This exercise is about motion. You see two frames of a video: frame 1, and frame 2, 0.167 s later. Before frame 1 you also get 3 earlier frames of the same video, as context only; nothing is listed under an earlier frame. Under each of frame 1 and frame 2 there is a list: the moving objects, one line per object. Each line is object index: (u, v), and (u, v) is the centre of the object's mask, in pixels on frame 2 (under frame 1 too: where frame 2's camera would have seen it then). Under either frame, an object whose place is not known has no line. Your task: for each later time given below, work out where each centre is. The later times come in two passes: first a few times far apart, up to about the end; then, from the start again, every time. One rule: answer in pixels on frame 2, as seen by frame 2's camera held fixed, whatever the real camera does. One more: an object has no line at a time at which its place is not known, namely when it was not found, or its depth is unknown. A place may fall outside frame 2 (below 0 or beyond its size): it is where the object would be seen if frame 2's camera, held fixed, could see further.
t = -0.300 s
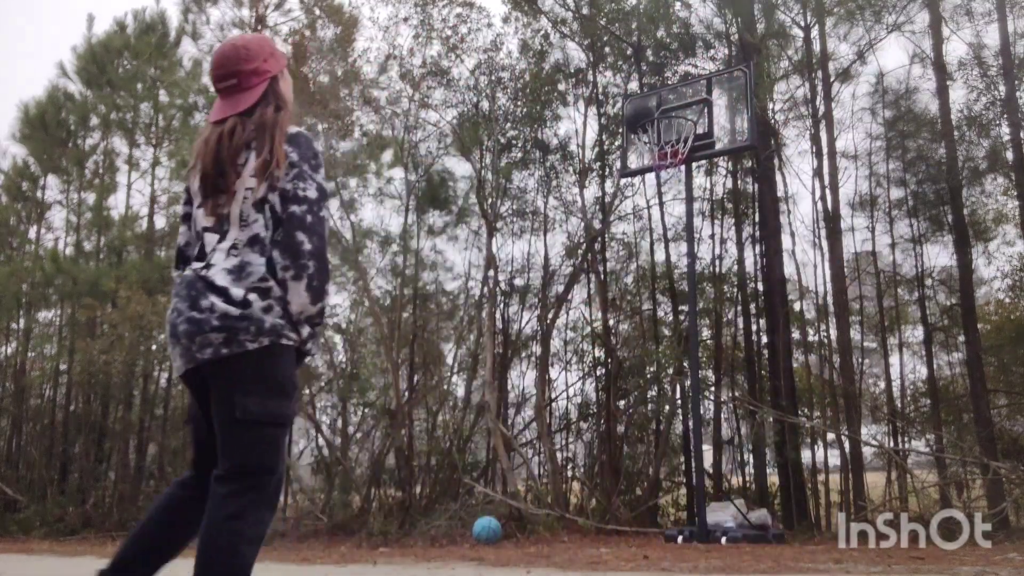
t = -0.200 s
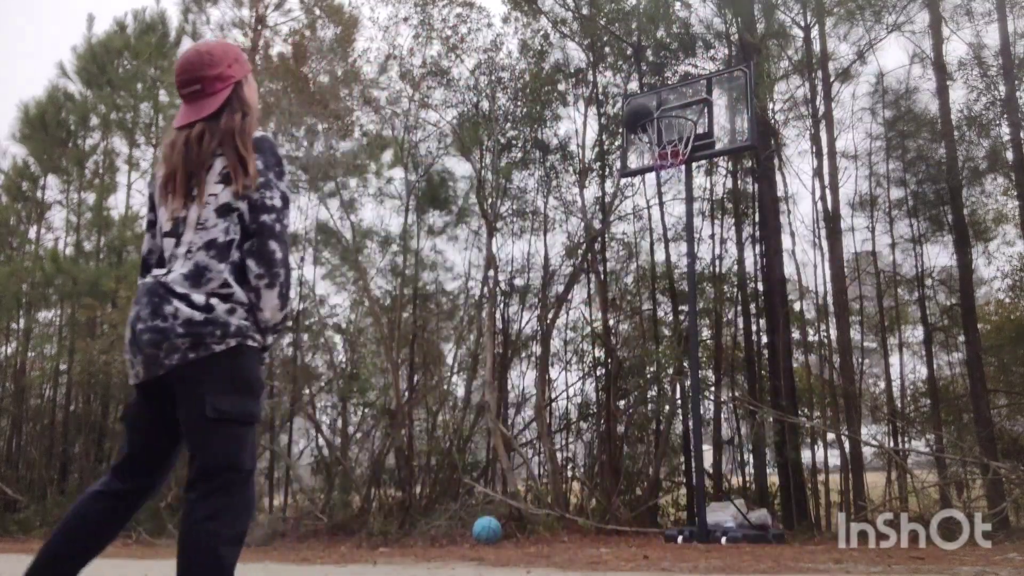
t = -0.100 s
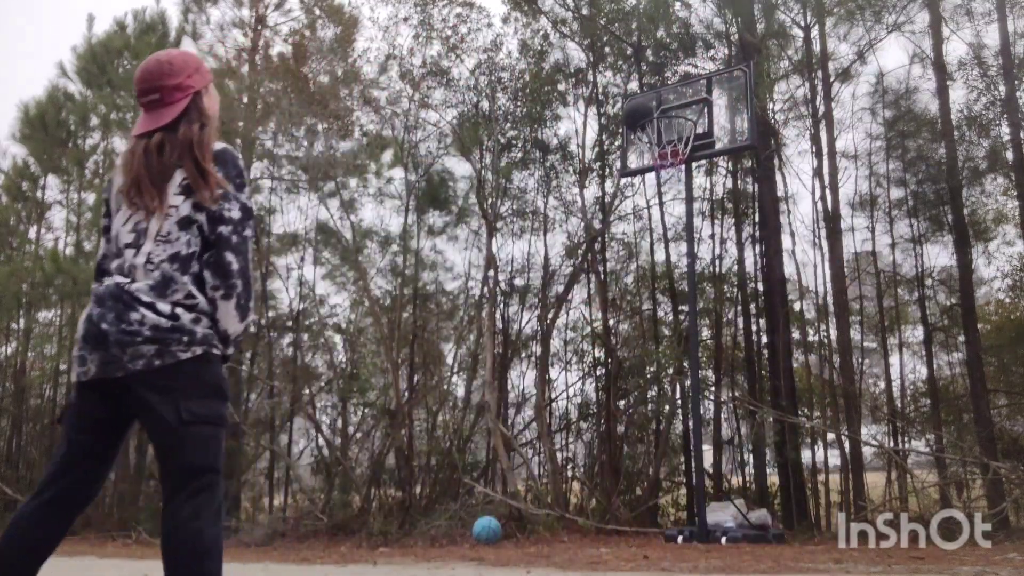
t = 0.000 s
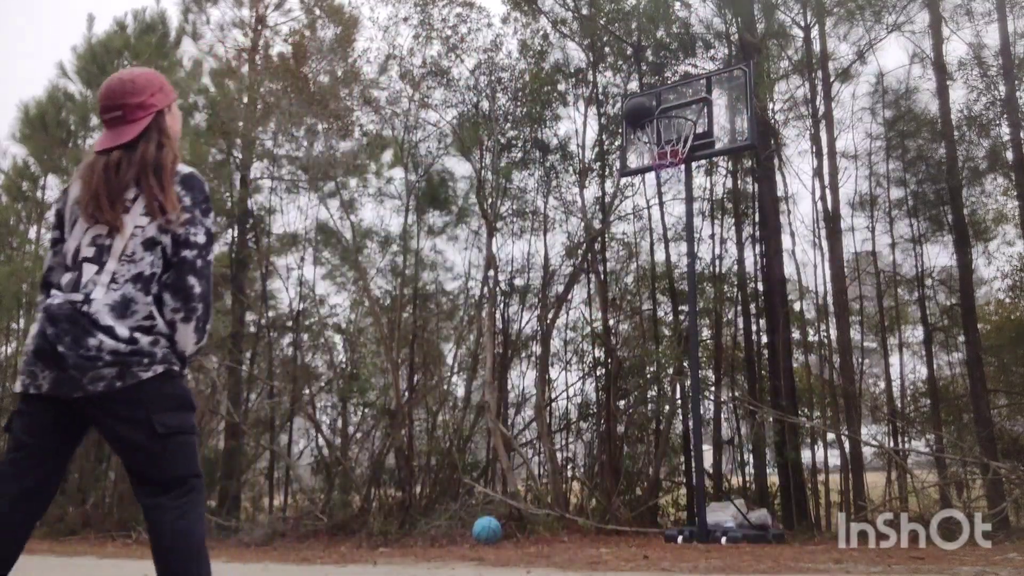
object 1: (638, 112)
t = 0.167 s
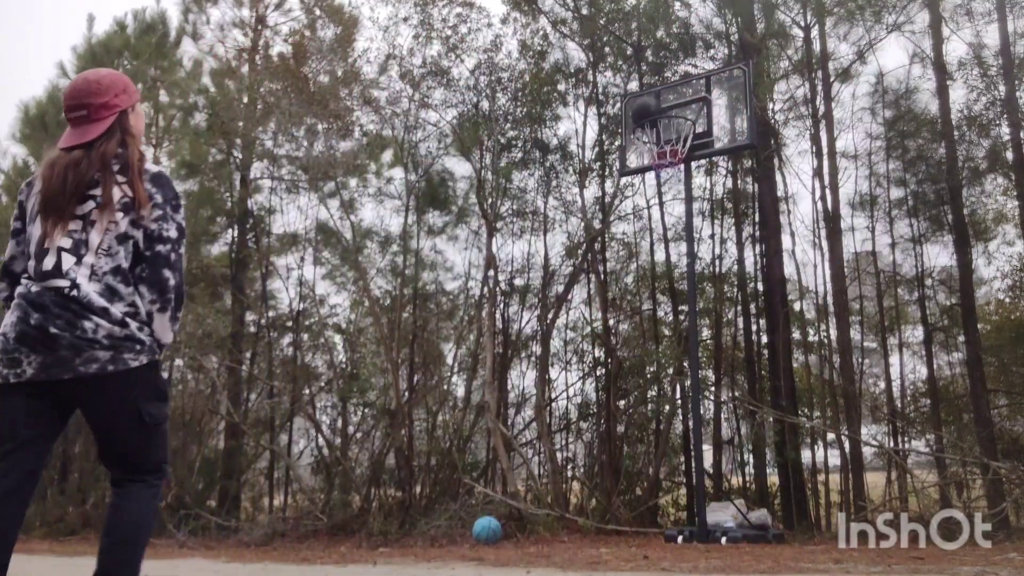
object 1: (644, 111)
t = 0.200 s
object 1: (648, 112)
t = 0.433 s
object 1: (674, 153)
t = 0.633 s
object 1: (695, 237)
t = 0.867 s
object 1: (730, 413)
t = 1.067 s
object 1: (758, 483)
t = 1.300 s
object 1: (784, 400)
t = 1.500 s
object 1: (812, 393)
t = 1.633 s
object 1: (833, 418)
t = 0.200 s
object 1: (648, 112)
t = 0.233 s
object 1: (652, 116)
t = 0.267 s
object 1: (655, 118)
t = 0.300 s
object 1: (660, 122)
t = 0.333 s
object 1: (662, 131)
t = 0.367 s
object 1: (662, 133)
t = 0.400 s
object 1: (668, 142)
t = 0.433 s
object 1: (674, 153)
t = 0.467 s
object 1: (676, 165)
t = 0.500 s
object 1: (679, 174)
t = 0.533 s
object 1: (683, 187)
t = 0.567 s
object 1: (687, 203)
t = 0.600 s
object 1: (691, 218)
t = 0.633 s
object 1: (695, 237)
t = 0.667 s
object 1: (699, 256)
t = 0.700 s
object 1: (703, 278)
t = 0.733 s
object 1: (708, 300)
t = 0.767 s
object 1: (713, 325)
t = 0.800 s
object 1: (718, 353)
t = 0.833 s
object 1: (725, 382)
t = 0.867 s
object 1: (730, 413)
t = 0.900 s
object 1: (735, 447)
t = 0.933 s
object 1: (741, 483)
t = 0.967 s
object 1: (750, 524)
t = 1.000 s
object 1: (753, 521)
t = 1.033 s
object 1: (755, 500)
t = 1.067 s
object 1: (758, 483)
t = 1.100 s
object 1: (761, 465)
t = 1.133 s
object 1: (766, 450)
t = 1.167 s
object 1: (768, 437)
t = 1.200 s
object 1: (771, 425)
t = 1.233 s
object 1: (776, 415)
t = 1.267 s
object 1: (780, 407)
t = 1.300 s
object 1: (784, 400)
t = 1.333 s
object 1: (788, 396)
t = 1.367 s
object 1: (792, 394)
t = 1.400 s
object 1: (797, 390)
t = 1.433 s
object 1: (802, 390)
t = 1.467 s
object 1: (806, 391)
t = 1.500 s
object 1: (812, 393)
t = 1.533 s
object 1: (816, 396)
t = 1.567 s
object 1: (822, 402)
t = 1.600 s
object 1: (827, 410)
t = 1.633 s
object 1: (833, 418)
